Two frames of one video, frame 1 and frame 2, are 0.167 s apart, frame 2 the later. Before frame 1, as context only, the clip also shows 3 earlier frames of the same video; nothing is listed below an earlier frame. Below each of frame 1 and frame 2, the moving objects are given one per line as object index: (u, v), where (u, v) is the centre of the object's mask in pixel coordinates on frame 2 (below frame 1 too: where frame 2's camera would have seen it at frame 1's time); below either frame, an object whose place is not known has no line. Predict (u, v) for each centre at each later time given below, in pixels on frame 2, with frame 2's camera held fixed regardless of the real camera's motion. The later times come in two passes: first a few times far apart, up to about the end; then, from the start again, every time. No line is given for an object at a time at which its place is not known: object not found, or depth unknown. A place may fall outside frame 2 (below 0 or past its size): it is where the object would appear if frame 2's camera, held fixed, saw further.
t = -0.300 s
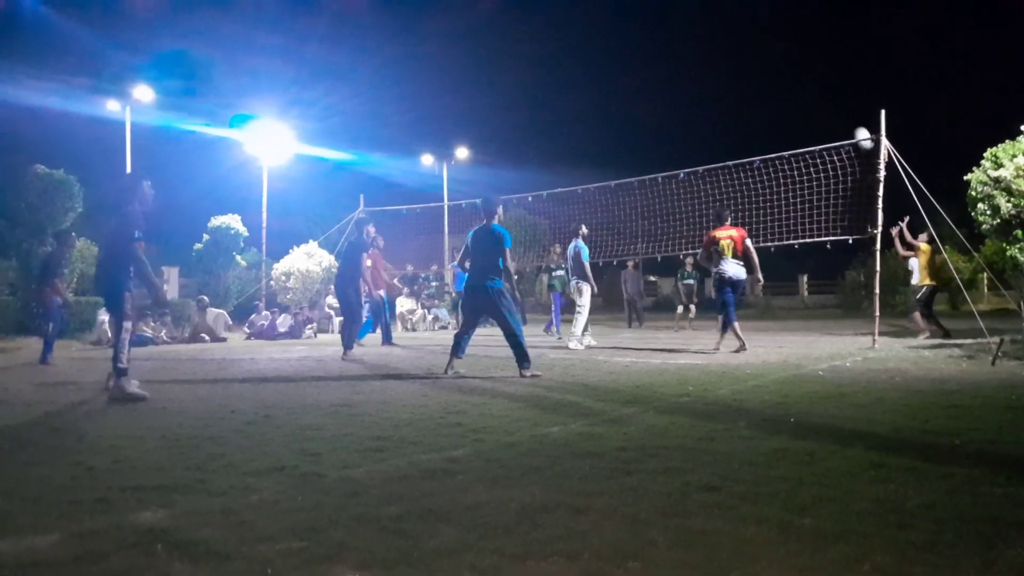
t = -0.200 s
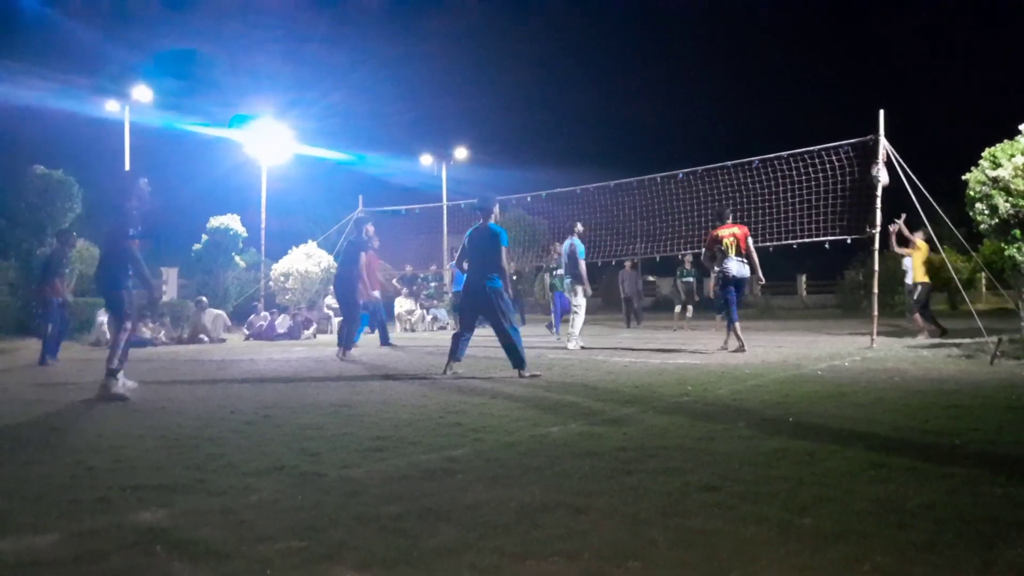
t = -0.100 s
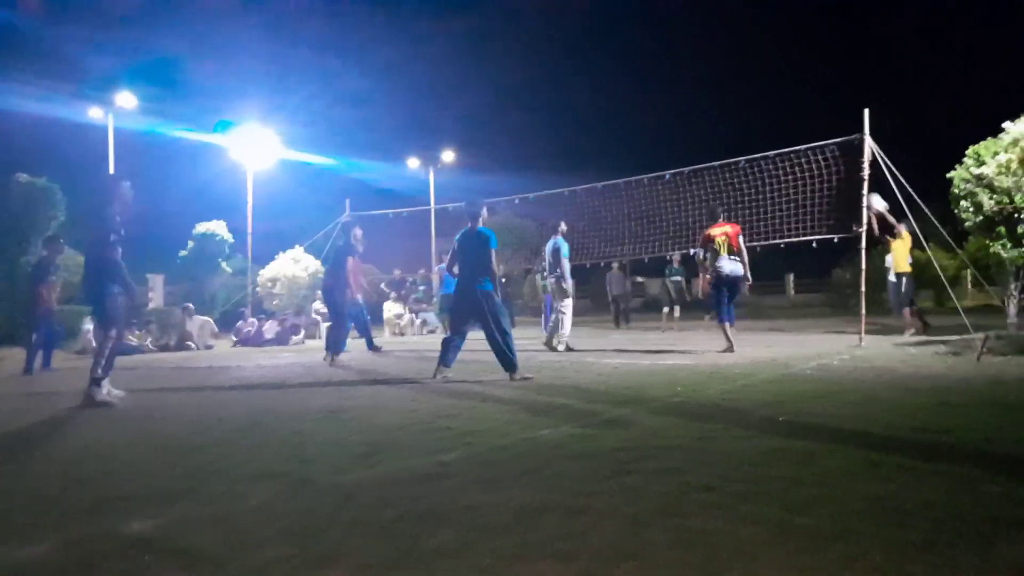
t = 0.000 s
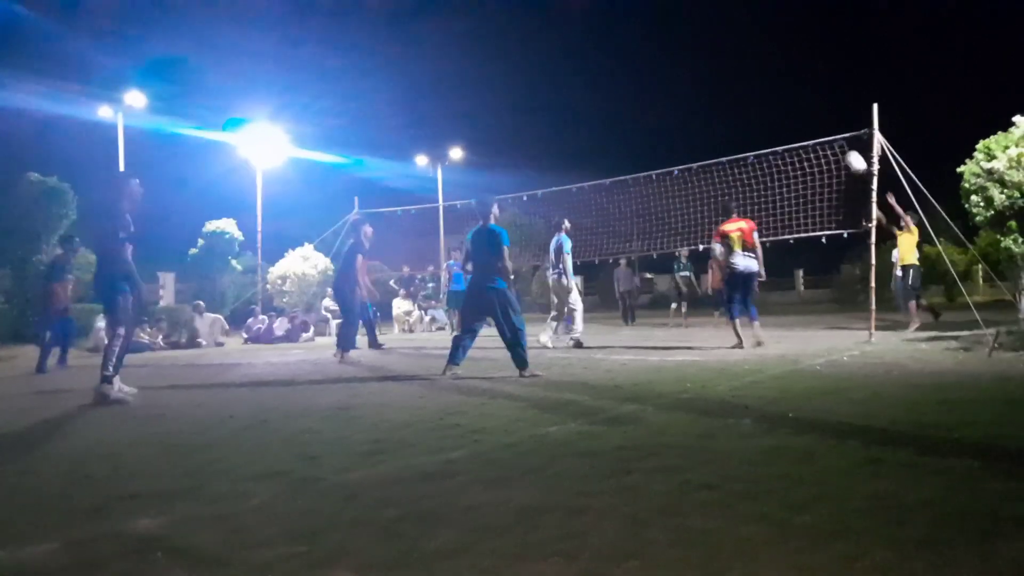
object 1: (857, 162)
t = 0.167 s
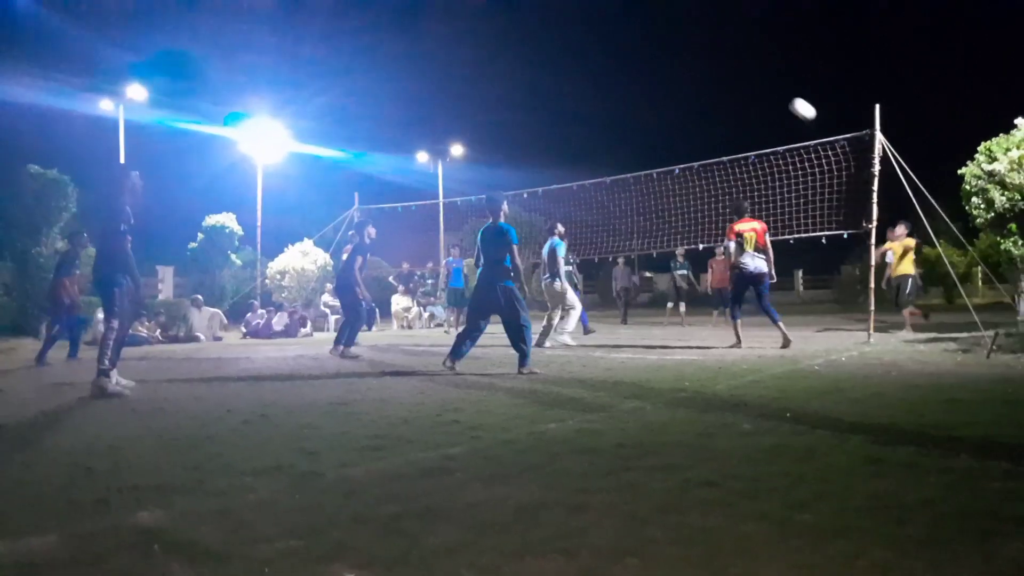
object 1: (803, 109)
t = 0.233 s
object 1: (780, 92)
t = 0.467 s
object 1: (696, 53)
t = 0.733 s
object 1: (592, 54)
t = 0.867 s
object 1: (538, 76)
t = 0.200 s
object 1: (791, 100)
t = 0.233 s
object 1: (780, 92)
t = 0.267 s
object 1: (768, 85)
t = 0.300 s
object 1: (756, 78)
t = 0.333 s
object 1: (745, 72)
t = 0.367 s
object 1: (733, 66)
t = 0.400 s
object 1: (721, 61)
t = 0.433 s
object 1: (709, 56)
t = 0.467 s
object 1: (696, 53)
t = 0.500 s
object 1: (684, 50)
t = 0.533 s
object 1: (671, 48)
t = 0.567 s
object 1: (658, 47)
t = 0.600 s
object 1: (645, 47)
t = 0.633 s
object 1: (632, 47)
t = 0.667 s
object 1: (620, 49)
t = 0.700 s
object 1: (606, 51)
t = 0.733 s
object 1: (592, 54)
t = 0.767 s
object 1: (579, 58)
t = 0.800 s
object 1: (566, 63)
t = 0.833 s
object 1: (552, 69)
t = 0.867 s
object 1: (538, 76)
